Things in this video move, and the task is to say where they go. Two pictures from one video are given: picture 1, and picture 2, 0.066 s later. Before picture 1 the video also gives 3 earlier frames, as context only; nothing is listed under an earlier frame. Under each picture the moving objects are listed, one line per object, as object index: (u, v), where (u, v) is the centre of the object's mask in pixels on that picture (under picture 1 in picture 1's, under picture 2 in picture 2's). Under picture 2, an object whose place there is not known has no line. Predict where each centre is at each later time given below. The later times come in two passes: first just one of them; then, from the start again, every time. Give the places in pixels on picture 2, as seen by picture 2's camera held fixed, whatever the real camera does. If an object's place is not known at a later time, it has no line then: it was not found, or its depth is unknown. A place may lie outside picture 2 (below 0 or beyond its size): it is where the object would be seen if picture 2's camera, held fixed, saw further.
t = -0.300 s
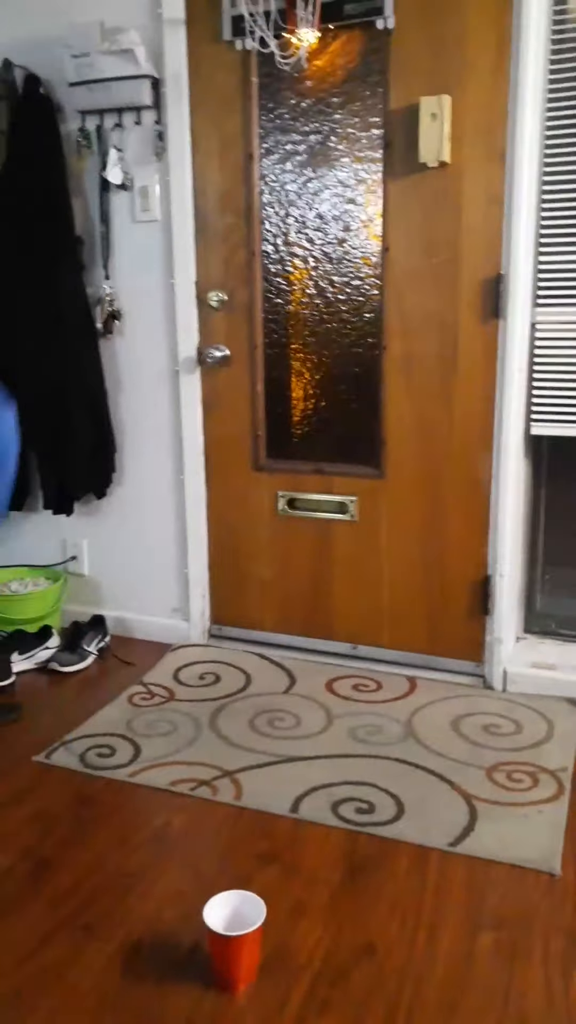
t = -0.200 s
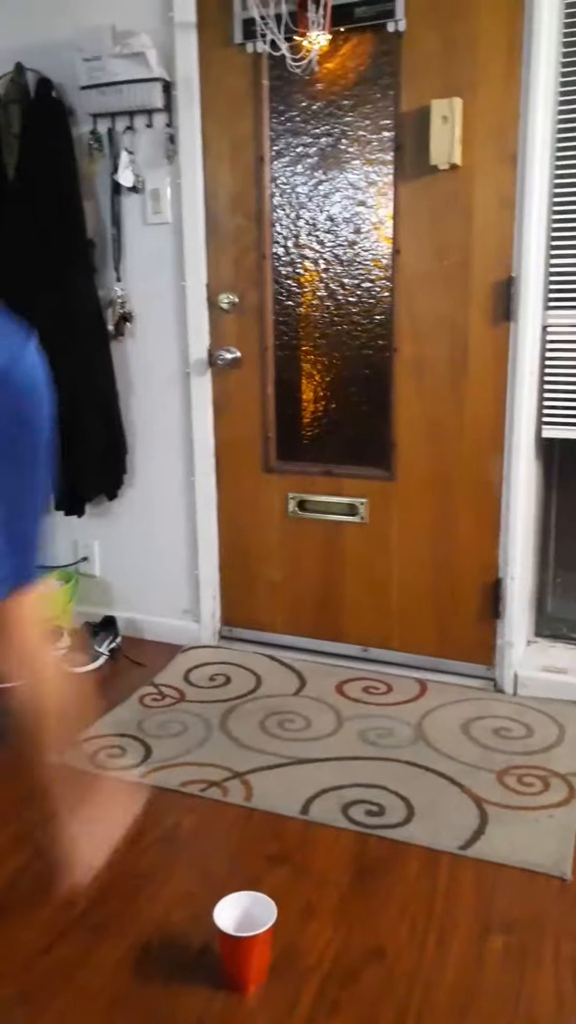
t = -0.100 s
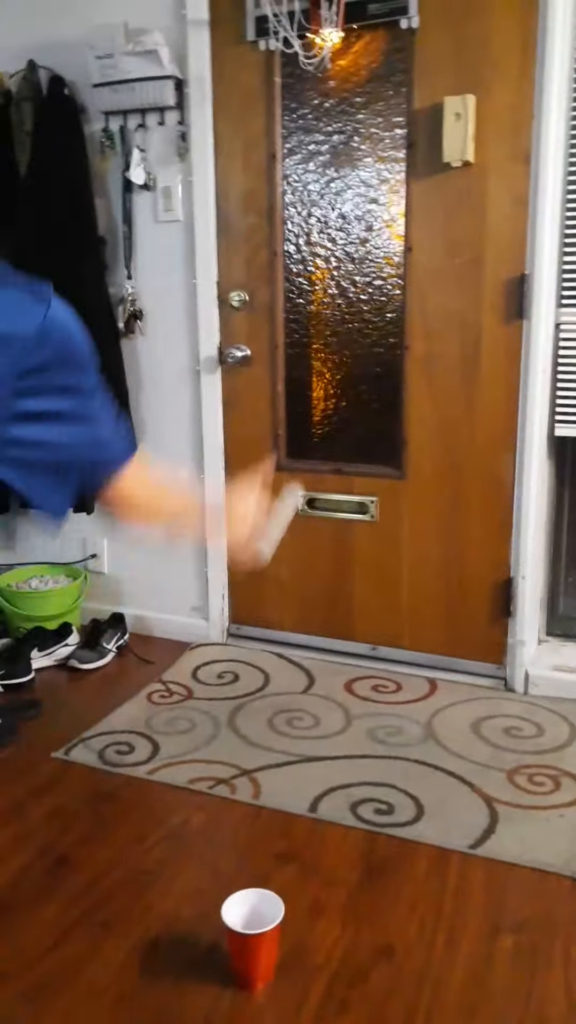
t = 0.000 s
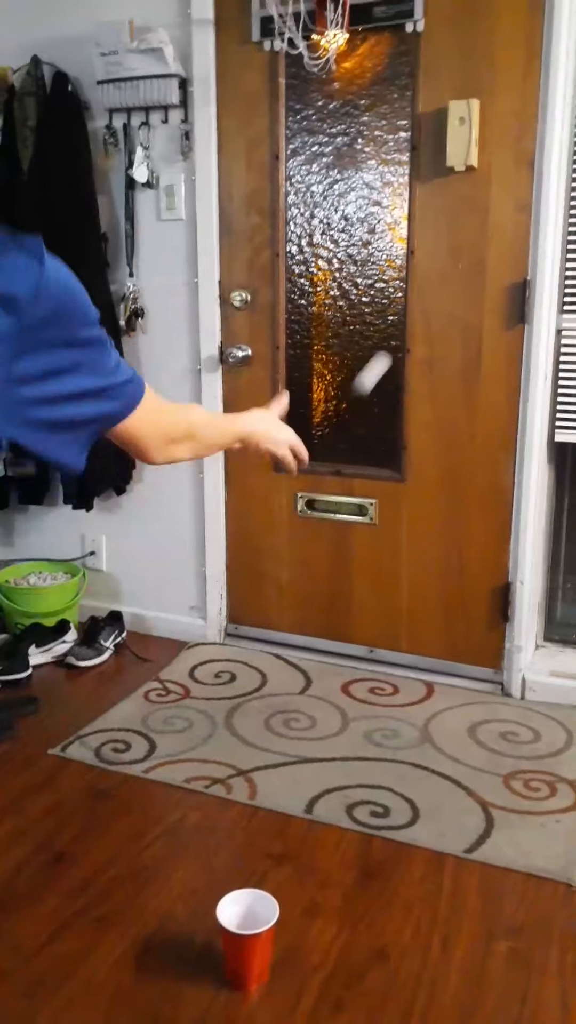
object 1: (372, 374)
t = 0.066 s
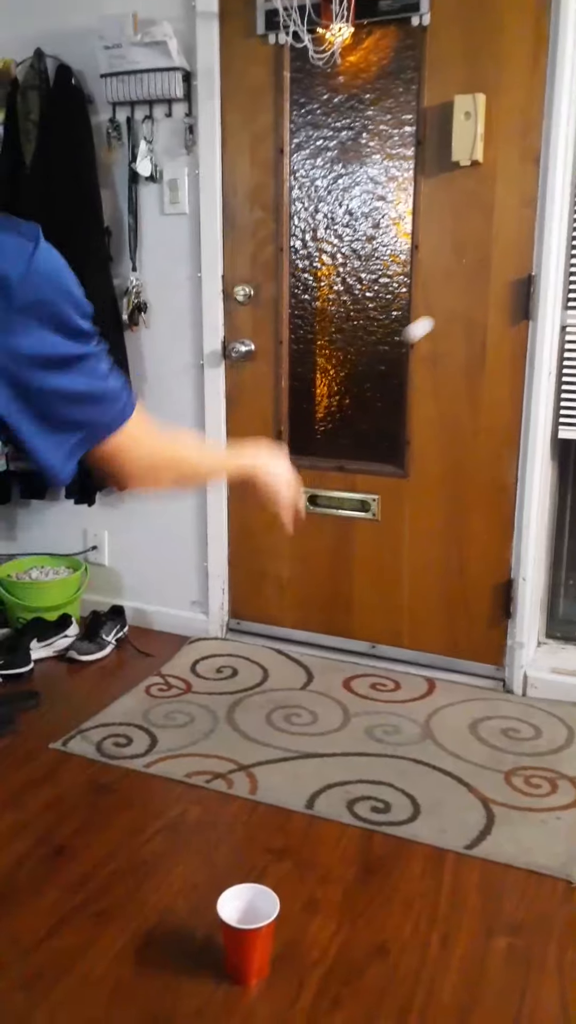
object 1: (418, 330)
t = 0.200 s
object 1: (460, 323)
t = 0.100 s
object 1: (436, 321)
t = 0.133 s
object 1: (450, 319)
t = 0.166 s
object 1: (462, 321)
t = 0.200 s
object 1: (460, 323)
